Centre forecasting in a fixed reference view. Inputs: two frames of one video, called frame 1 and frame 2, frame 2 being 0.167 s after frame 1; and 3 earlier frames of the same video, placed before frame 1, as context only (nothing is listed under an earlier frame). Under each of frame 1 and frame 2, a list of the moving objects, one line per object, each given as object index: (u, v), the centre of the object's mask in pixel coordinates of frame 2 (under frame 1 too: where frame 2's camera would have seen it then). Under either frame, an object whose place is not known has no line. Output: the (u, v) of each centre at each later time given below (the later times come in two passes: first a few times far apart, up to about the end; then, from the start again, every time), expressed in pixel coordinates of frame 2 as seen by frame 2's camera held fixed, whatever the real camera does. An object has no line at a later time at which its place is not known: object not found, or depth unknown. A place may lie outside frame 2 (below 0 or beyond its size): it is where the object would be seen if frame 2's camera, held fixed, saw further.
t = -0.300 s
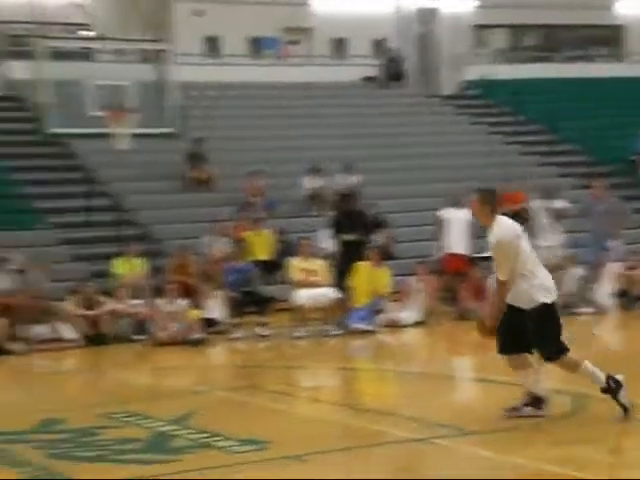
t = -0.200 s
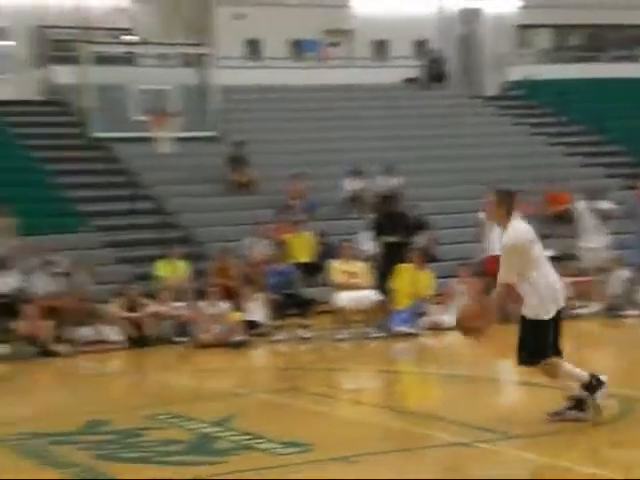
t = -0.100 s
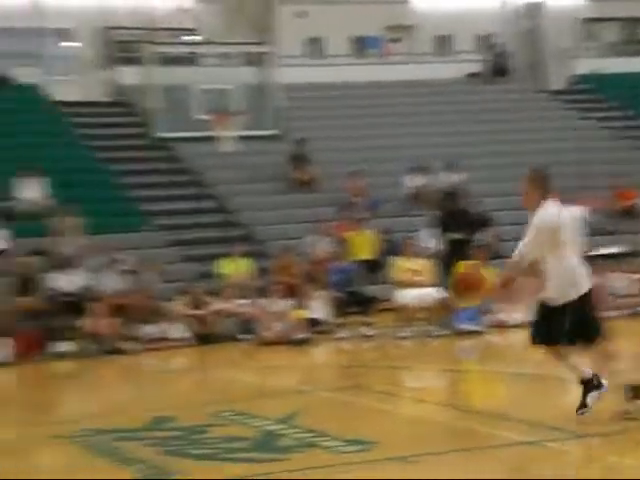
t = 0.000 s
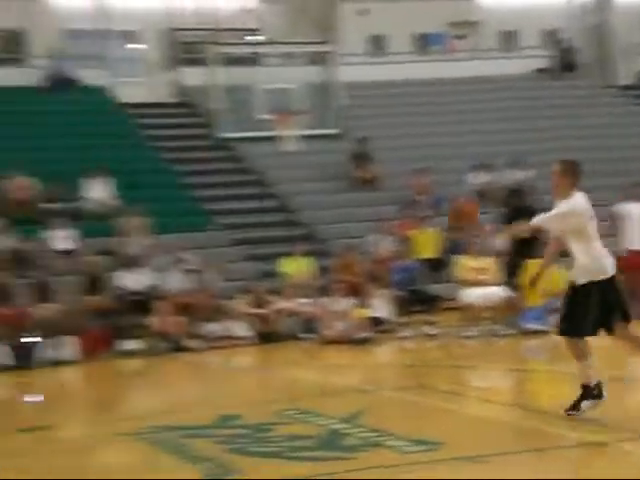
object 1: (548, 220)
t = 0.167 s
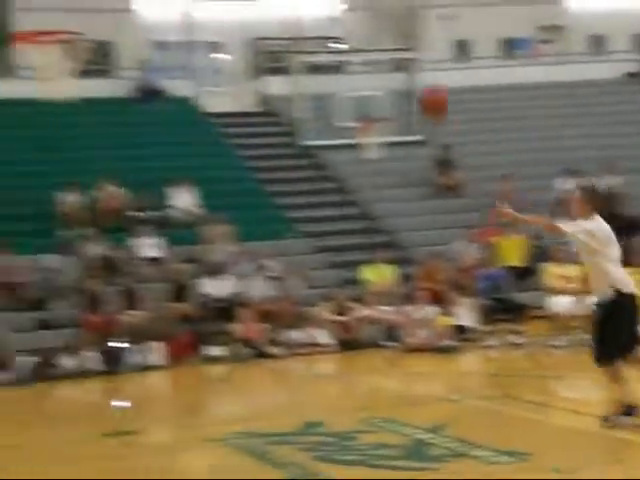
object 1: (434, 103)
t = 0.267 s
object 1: (368, 49)
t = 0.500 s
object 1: (209, -14)
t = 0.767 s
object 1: (31, -2)
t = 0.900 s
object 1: (86, 19)
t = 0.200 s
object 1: (412, 80)
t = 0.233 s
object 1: (390, 64)
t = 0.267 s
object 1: (368, 49)
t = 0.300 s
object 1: (347, 33)
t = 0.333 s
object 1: (324, 23)
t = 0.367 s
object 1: (299, 9)
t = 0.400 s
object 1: (276, -2)
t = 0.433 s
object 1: (254, -7)
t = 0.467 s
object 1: (233, -10)
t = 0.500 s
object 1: (209, -14)
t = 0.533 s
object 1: (186, -16)
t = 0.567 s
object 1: (166, -19)
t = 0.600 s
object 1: (139, -19)
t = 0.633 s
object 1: (116, -18)
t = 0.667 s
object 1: (93, -16)
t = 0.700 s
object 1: (72, -15)
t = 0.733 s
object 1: (51, -8)
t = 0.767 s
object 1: (31, -2)
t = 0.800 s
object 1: (31, 2)
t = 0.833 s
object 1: (48, 7)
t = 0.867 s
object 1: (66, 14)
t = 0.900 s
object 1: (86, 19)
